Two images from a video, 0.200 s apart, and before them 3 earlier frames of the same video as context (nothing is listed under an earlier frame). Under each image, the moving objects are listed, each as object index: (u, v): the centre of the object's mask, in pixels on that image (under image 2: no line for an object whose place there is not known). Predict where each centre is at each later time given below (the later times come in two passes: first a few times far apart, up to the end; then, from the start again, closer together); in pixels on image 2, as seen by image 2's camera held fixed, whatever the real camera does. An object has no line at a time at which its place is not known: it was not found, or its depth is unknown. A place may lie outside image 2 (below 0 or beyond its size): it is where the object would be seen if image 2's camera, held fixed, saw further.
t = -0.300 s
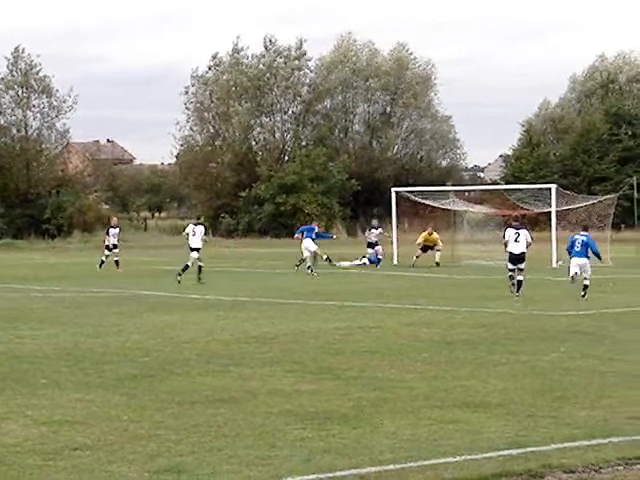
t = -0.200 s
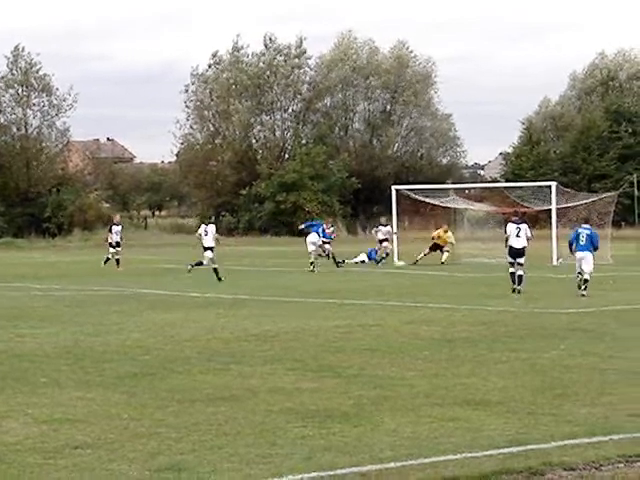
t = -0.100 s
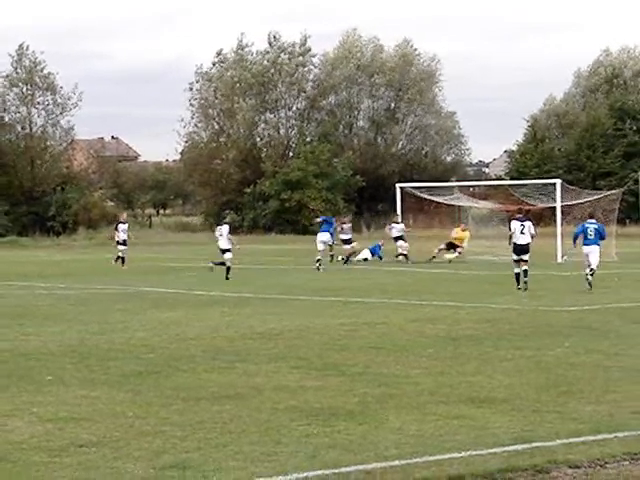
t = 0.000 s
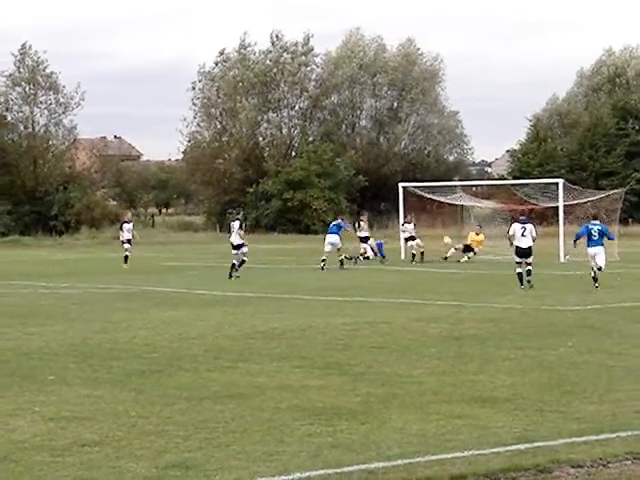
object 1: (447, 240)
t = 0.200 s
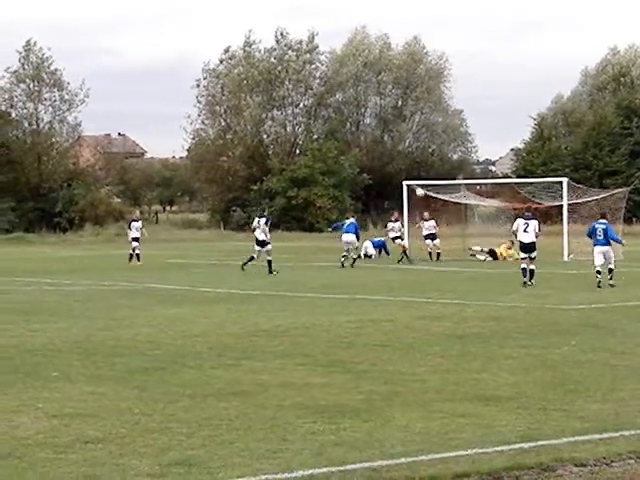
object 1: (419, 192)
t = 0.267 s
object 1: (409, 180)
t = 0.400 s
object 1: (387, 163)
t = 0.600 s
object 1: (356, 150)
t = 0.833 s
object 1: (319, 157)
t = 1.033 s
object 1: (289, 180)
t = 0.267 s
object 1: (409, 180)
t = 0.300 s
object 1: (403, 175)
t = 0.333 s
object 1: (398, 171)
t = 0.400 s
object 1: (387, 163)
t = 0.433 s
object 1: (382, 160)
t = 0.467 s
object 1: (376, 157)
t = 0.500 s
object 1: (371, 154)
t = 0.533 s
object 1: (366, 153)
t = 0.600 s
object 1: (356, 150)
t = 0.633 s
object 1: (350, 149)
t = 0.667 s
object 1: (345, 149)
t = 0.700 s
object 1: (340, 150)
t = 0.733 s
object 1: (334, 151)
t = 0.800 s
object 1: (324, 154)
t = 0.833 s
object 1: (319, 157)
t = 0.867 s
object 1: (314, 159)
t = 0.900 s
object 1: (309, 162)
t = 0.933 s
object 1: (304, 166)
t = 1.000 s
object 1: (294, 174)
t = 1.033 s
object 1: (289, 180)
